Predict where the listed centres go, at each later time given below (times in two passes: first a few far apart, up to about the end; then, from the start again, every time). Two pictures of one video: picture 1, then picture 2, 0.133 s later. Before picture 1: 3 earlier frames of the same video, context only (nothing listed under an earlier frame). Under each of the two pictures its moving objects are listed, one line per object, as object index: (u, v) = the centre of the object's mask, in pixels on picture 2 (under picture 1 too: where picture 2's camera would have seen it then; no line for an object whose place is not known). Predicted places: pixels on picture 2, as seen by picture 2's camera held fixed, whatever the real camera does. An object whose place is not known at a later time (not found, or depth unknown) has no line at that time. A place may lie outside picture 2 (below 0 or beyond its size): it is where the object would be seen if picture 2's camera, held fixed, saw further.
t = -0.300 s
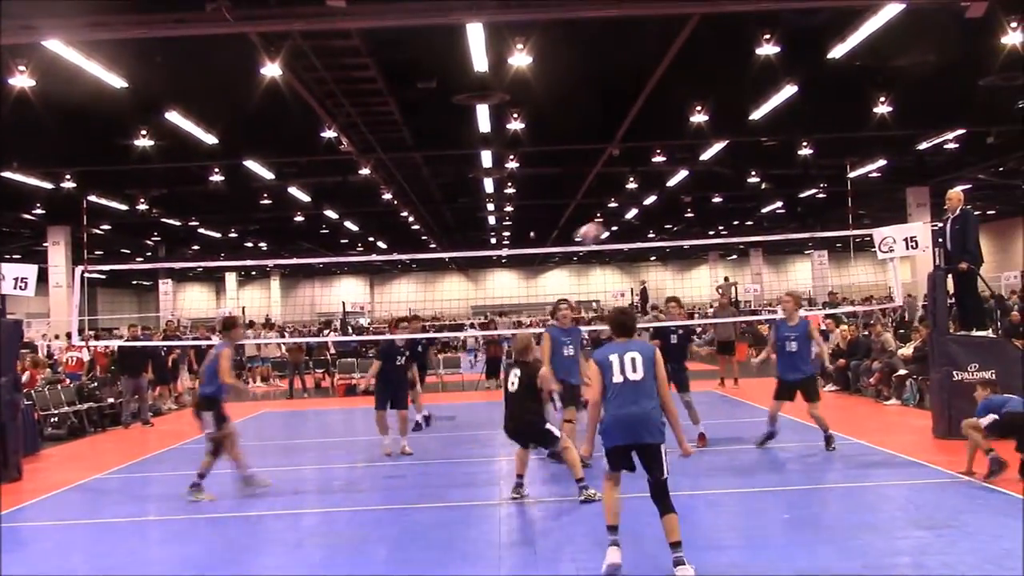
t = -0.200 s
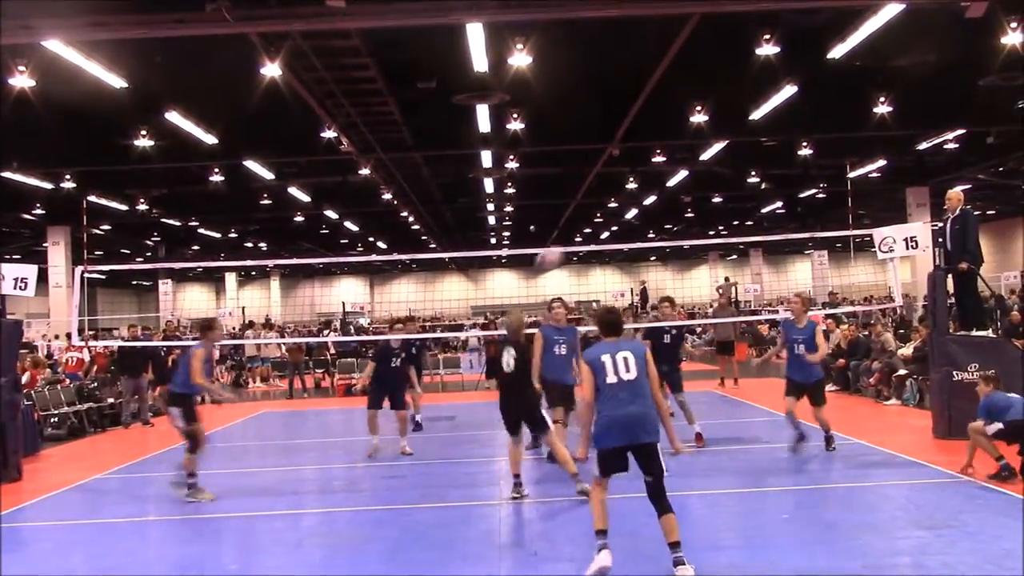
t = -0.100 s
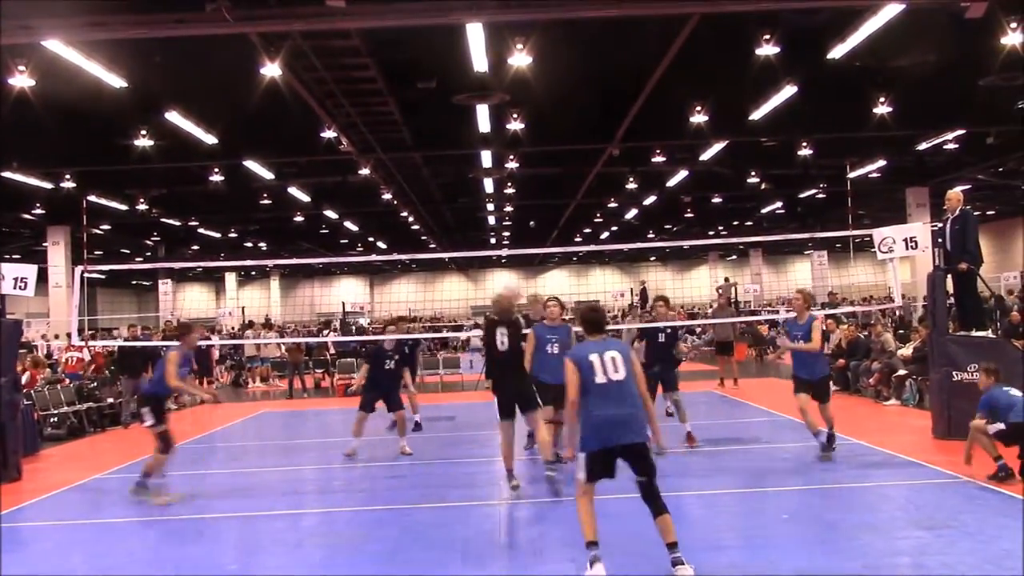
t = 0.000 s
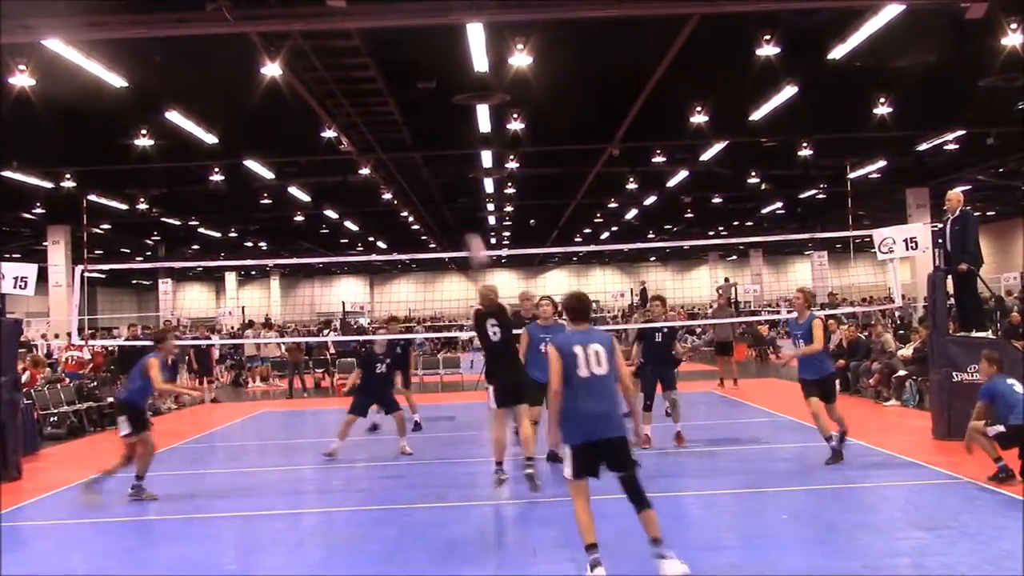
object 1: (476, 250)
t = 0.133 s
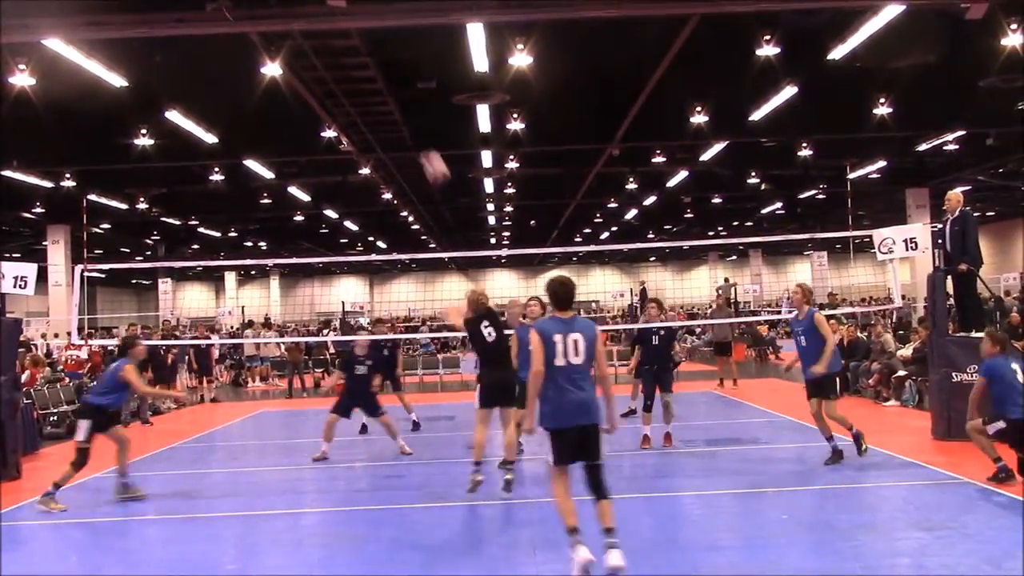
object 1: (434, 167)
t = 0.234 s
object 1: (403, 115)
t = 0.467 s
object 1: (329, 35)
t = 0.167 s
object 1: (424, 149)
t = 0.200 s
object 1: (413, 131)
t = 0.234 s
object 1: (403, 115)
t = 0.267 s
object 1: (393, 100)
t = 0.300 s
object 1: (382, 87)
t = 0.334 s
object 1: (370, 74)
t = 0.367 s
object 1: (360, 61)
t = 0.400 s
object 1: (350, 51)
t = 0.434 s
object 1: (340, 43)
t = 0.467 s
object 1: (329, 35)
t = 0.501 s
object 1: (319, 29)
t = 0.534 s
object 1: (308, 23)
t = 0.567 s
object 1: (298, 19)
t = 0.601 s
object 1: (288, 16)
